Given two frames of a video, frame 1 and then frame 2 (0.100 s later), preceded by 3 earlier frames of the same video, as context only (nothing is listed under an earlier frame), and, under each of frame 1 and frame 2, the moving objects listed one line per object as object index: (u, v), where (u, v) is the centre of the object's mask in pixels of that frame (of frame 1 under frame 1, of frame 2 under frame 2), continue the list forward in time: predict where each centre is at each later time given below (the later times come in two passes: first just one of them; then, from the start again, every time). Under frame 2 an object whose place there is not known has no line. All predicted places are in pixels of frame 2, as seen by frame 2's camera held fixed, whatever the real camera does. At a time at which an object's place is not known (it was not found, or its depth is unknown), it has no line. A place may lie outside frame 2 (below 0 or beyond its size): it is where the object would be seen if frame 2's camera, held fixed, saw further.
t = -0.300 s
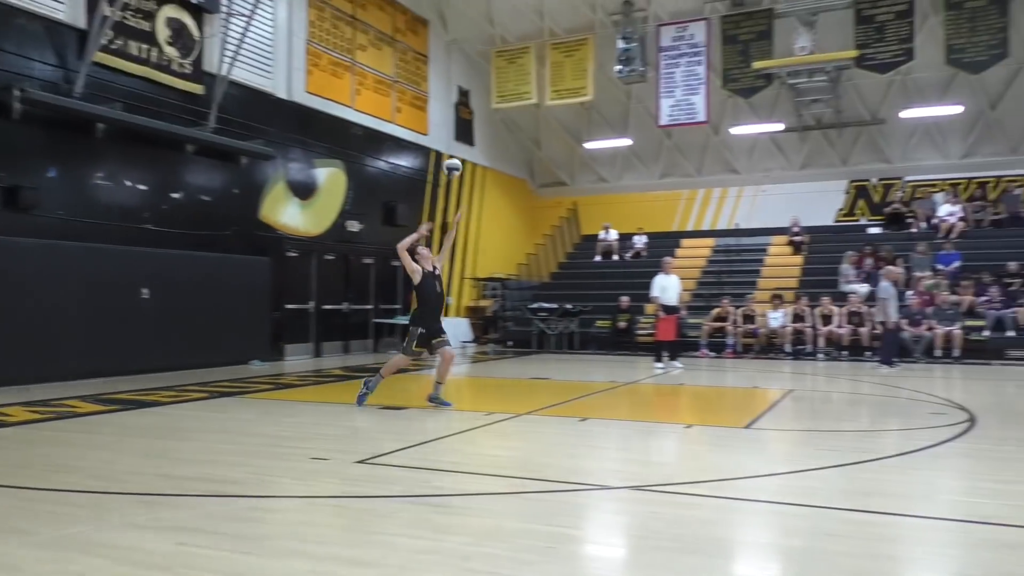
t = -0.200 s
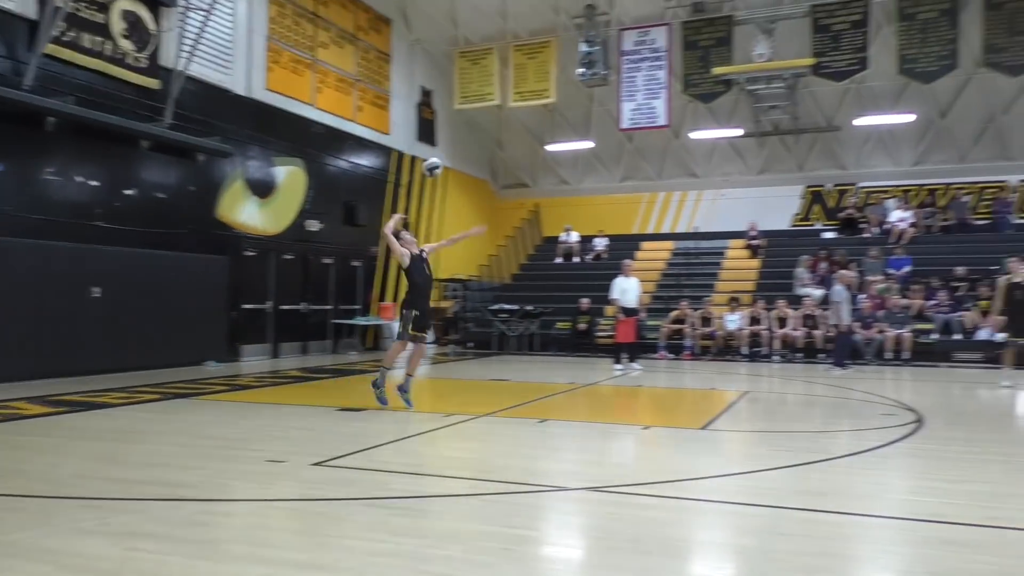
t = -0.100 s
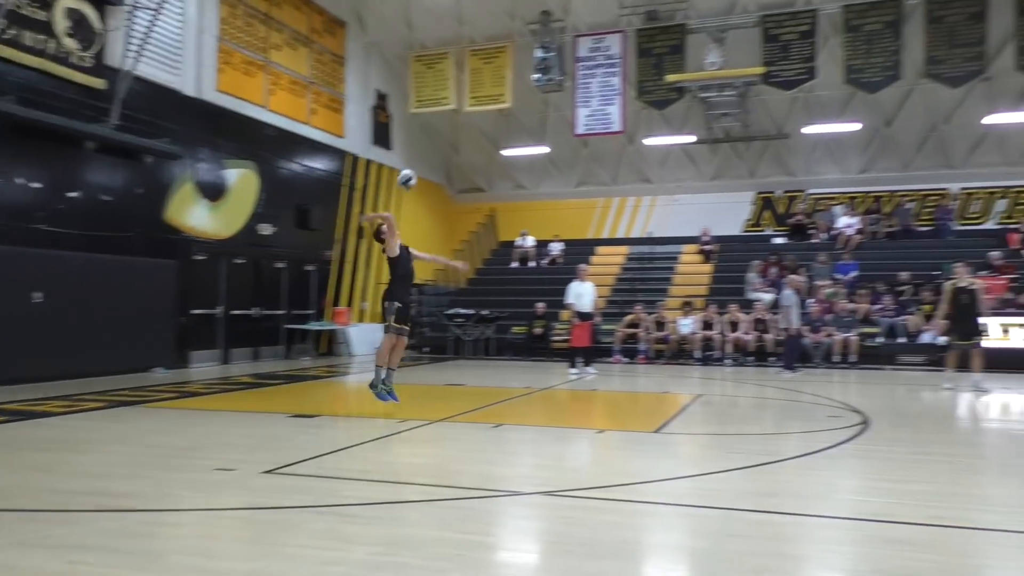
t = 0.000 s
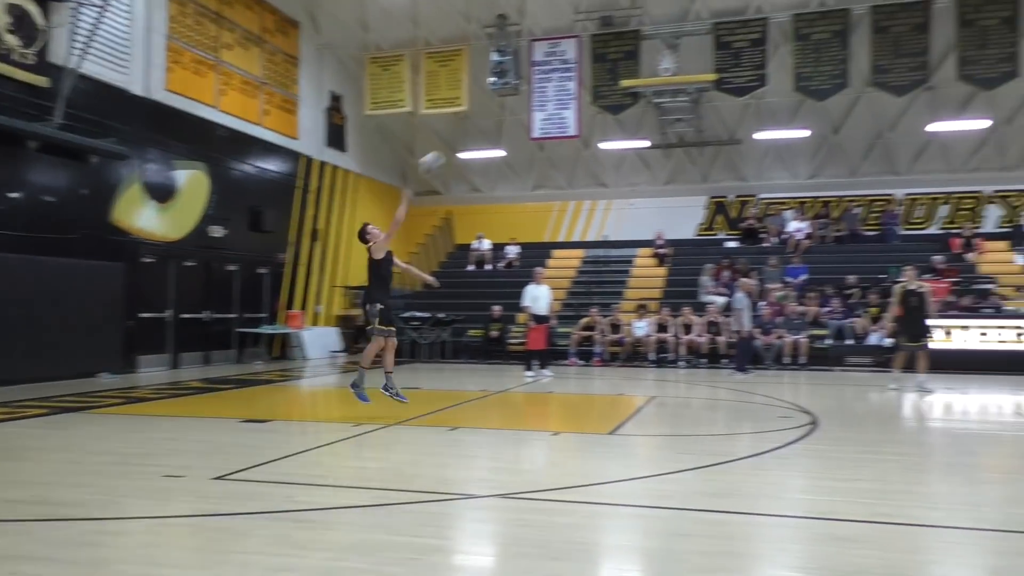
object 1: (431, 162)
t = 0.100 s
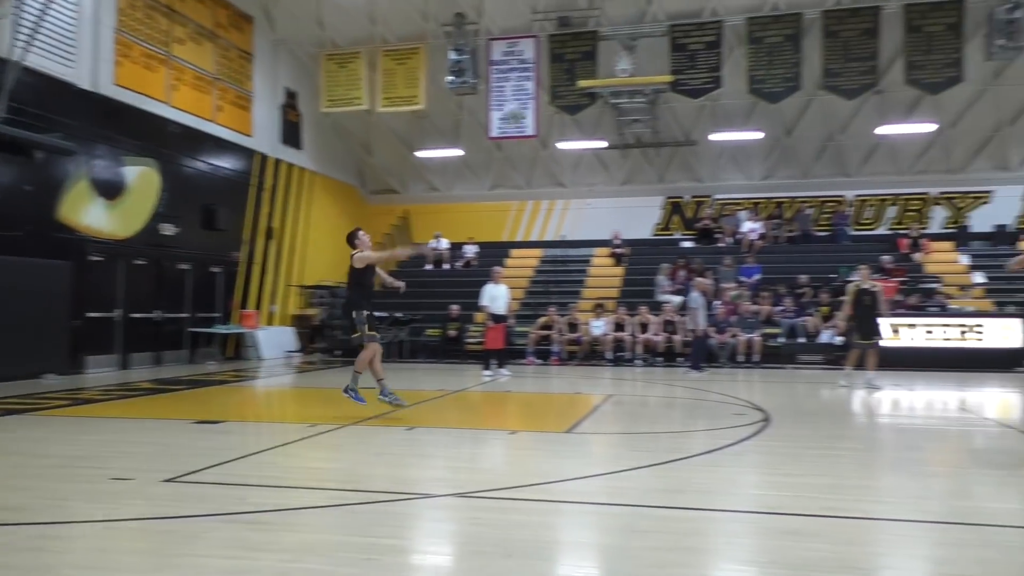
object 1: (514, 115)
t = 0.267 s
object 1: (716, 54)
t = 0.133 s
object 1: (555, 100)
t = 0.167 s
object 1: (596, 85)
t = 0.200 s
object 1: (637, 72)
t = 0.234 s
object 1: (678, 62)
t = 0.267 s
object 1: (716, 54)
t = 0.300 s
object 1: (757, 46)
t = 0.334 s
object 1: (795, 40)
